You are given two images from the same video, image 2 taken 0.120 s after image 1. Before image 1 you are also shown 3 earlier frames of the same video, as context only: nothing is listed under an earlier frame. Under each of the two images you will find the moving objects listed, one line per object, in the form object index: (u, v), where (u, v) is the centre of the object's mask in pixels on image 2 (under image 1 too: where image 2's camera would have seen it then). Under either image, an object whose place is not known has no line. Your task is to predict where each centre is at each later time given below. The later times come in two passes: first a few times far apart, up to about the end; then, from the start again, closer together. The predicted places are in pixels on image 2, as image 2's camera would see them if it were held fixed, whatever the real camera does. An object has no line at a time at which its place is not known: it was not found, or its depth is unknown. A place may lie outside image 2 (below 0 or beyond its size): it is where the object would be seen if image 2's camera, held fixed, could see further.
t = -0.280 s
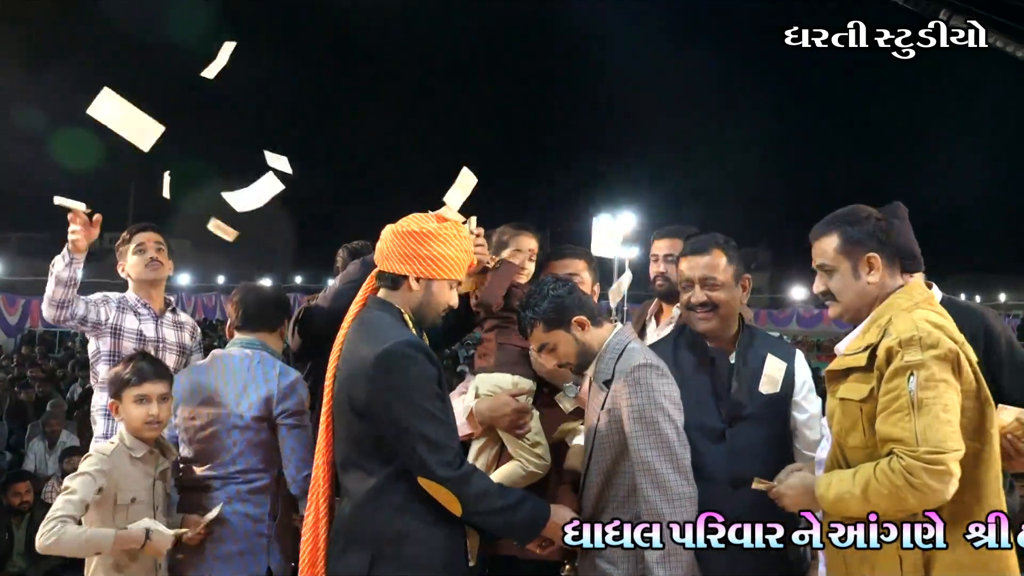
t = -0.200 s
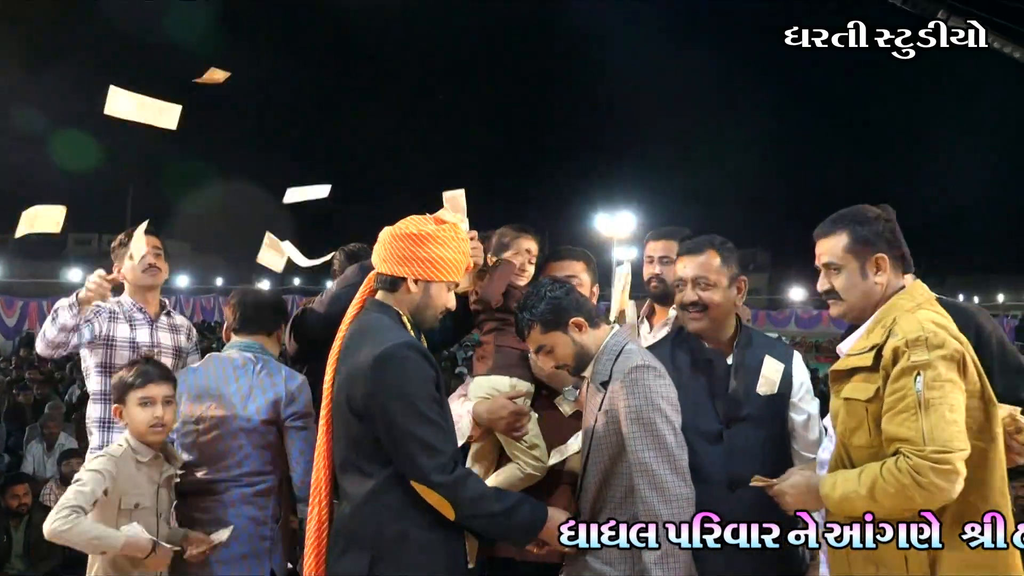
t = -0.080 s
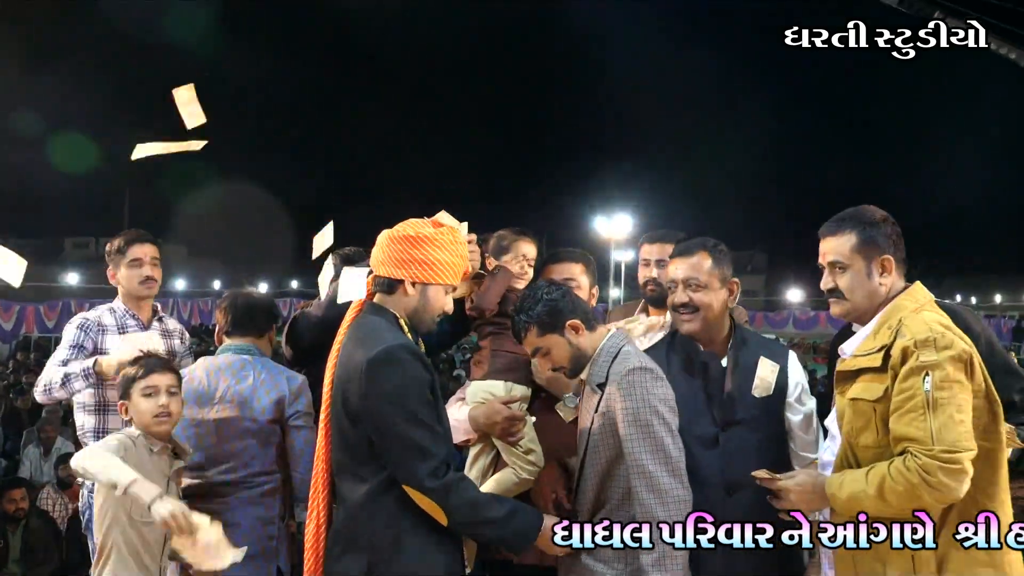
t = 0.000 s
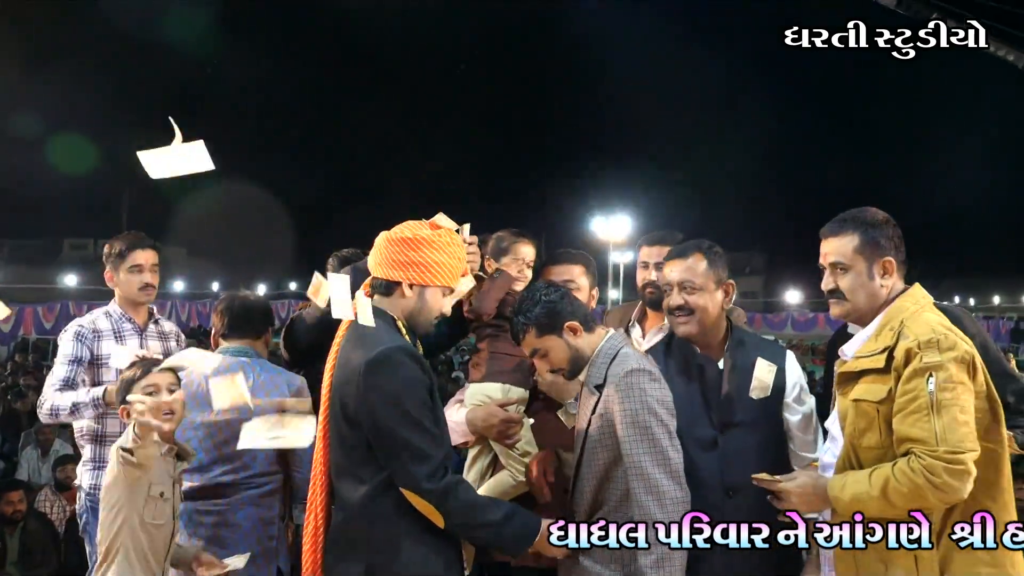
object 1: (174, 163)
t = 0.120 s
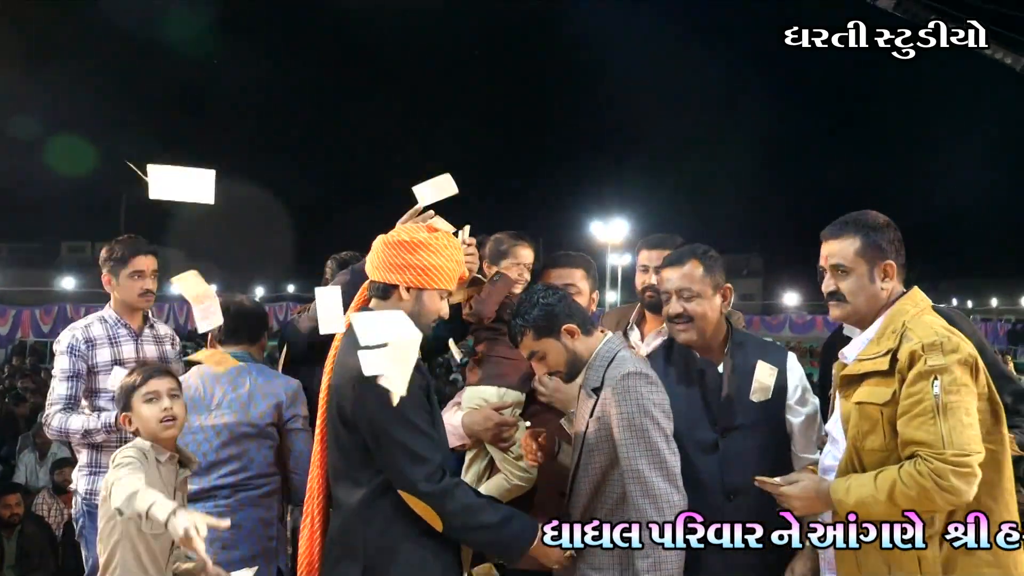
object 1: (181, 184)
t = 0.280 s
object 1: (199, 205)
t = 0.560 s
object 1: (272, 253)
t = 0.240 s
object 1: (189, 205)
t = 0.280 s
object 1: (199, 205)
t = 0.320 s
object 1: (209, 211)
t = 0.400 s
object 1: (226, 221)
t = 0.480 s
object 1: (246, 235)
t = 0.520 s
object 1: (257, 247)
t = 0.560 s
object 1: (272, 253)
